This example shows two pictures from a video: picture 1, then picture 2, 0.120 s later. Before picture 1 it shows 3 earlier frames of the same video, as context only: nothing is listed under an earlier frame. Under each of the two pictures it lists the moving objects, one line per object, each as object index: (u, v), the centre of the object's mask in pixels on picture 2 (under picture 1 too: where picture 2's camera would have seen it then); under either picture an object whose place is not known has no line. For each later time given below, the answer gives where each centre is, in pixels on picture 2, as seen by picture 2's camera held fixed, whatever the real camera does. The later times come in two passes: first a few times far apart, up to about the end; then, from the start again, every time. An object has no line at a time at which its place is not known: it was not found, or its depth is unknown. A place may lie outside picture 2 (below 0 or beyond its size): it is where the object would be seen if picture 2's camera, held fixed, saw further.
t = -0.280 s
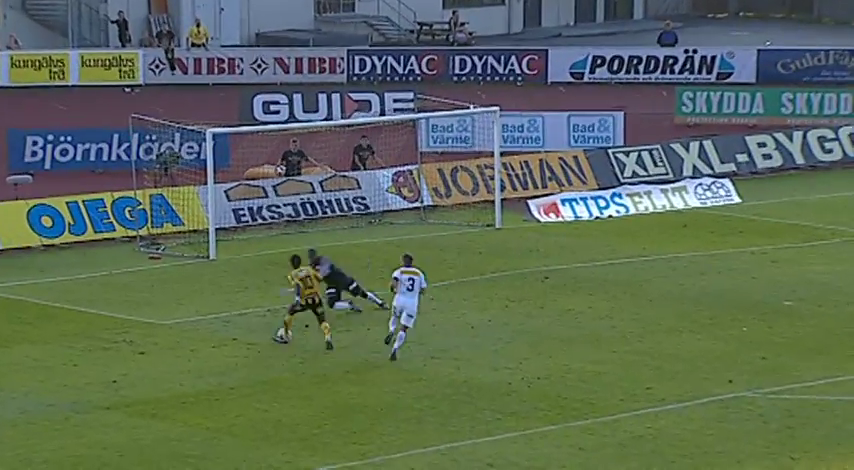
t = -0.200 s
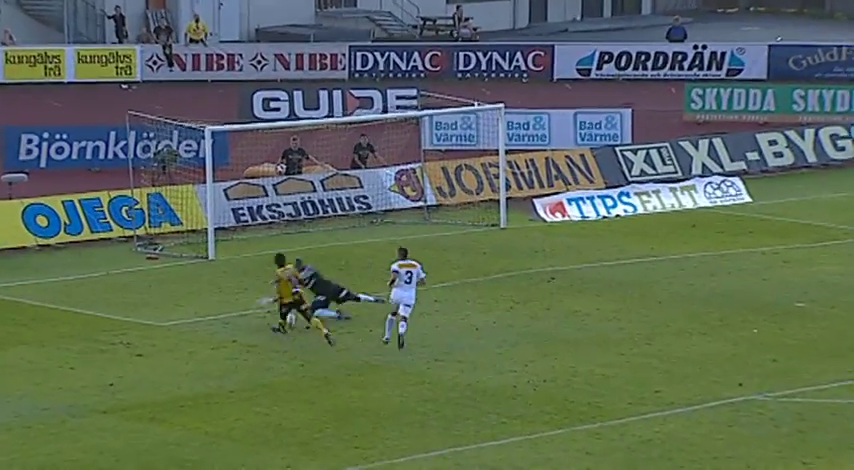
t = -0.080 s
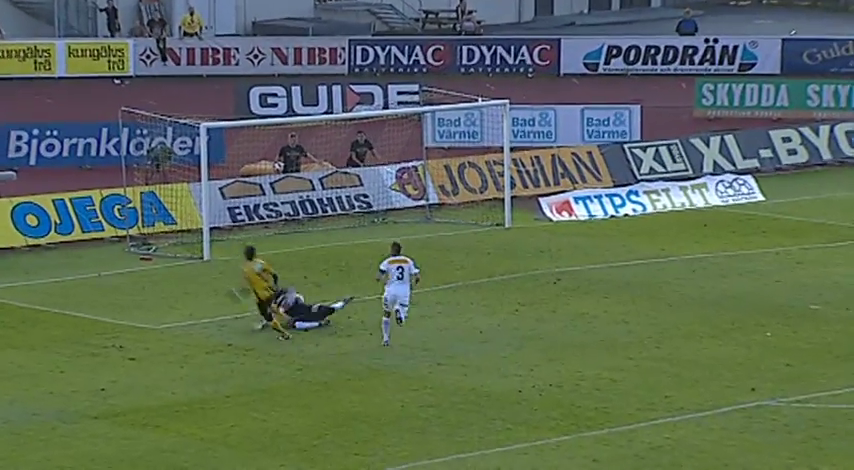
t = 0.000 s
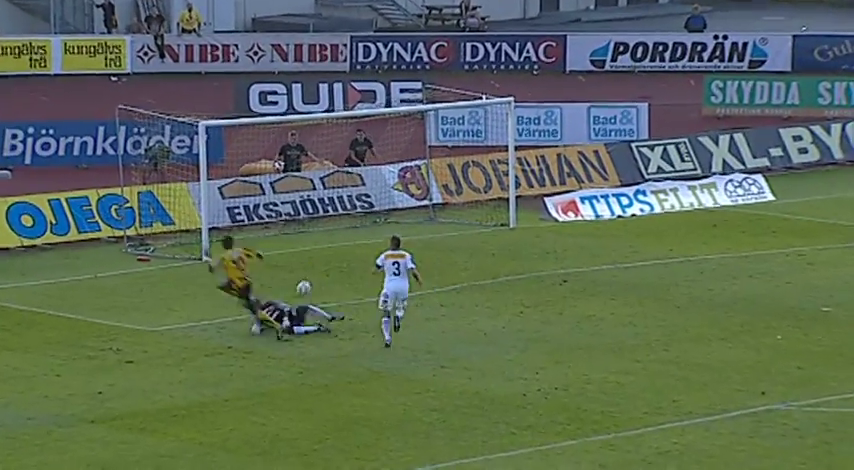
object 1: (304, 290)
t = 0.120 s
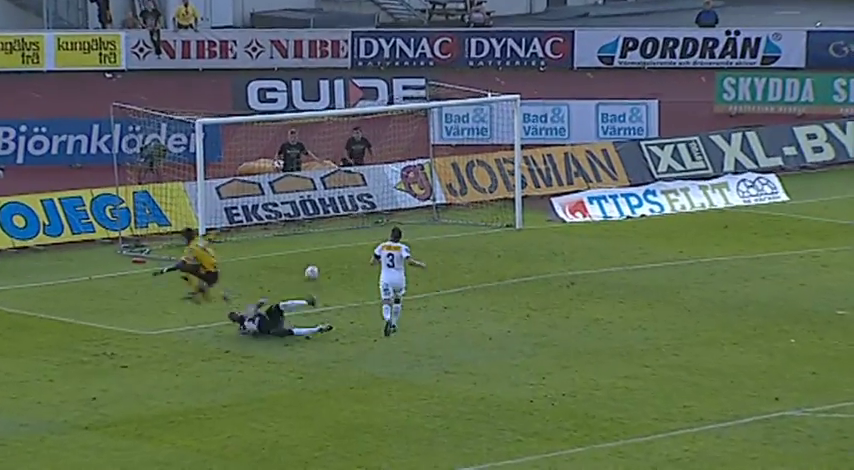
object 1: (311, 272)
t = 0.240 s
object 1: (317, 256)
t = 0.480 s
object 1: (327, 235)
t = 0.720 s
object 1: (337, 218)
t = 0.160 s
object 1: (314, 265)
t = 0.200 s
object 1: (315, 260)
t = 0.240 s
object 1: (317, 256)
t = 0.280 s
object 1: (320, 251)
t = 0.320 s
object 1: (321, 246)
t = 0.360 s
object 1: (323, 243)
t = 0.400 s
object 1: (324, 240)
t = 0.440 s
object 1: (326, 239)
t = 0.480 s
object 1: (327, 235)
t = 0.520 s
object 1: (329, 231)
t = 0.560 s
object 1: (330, 229)
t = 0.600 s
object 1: (333, 227)
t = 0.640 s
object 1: (334, 226)
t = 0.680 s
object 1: (335, 224)
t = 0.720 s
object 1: (337, 218)
